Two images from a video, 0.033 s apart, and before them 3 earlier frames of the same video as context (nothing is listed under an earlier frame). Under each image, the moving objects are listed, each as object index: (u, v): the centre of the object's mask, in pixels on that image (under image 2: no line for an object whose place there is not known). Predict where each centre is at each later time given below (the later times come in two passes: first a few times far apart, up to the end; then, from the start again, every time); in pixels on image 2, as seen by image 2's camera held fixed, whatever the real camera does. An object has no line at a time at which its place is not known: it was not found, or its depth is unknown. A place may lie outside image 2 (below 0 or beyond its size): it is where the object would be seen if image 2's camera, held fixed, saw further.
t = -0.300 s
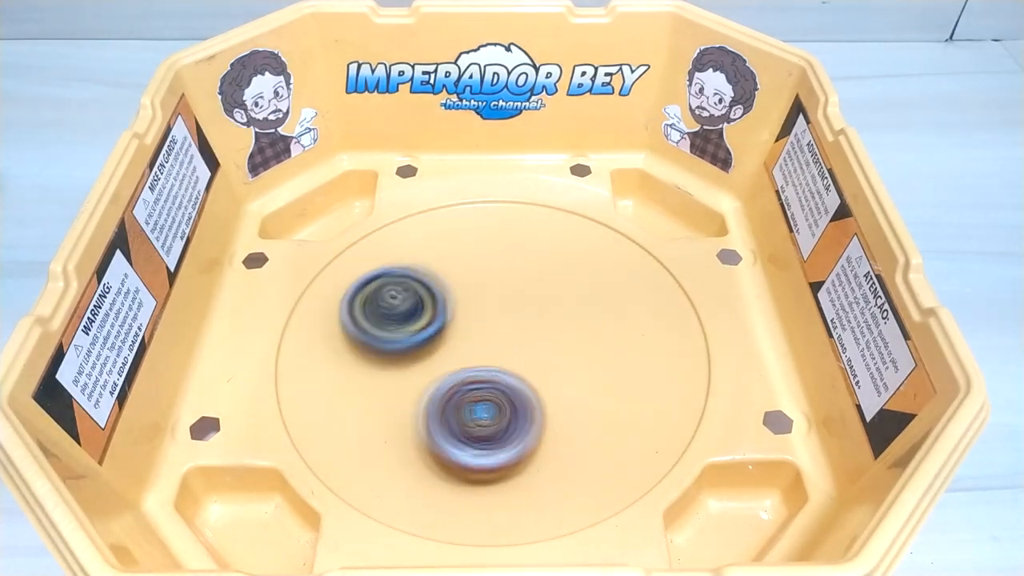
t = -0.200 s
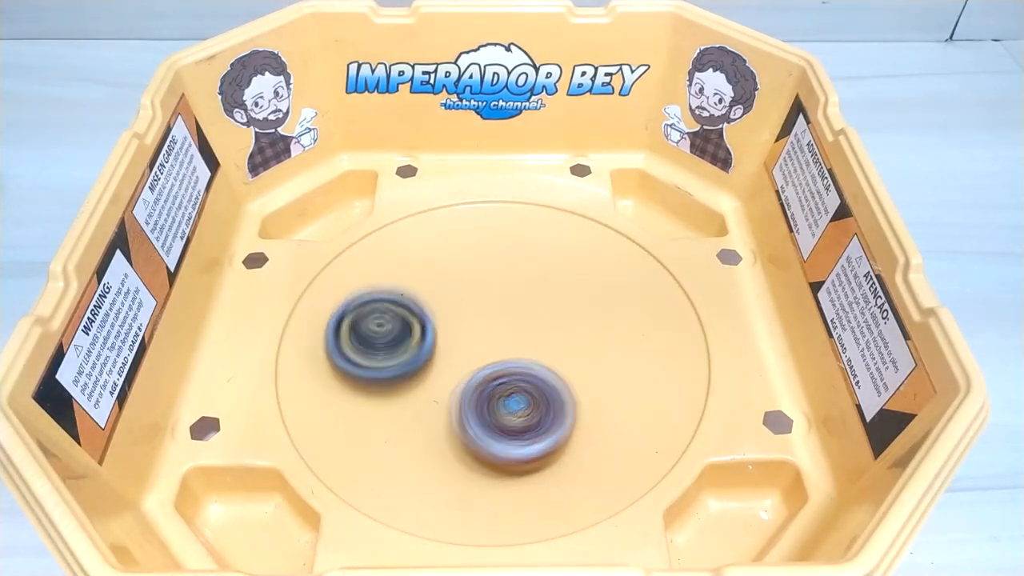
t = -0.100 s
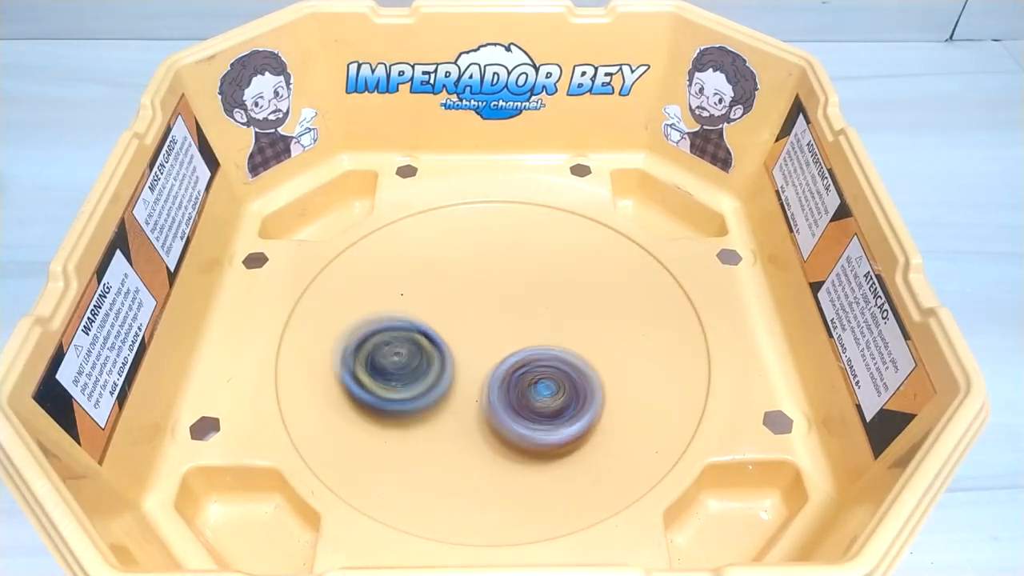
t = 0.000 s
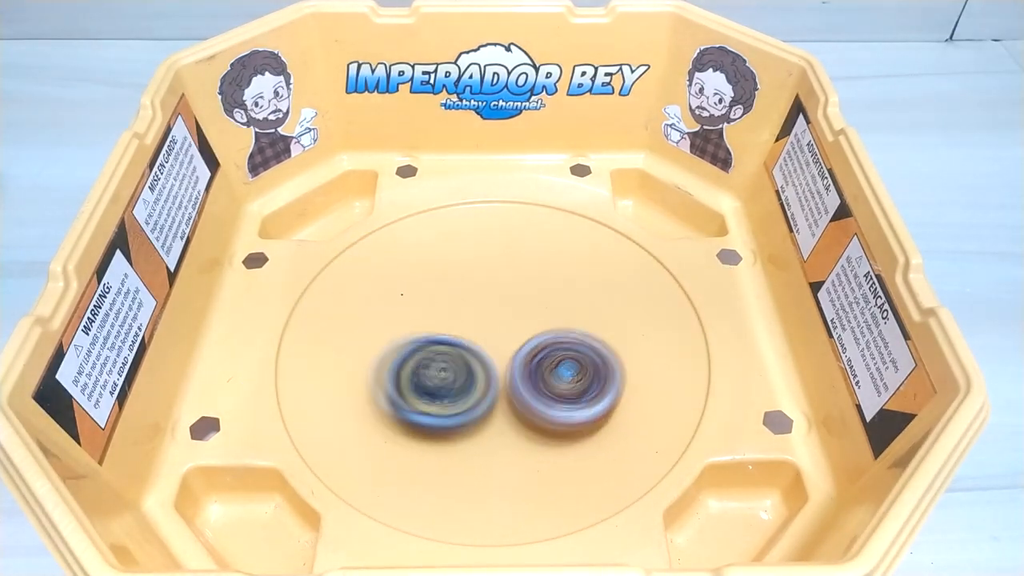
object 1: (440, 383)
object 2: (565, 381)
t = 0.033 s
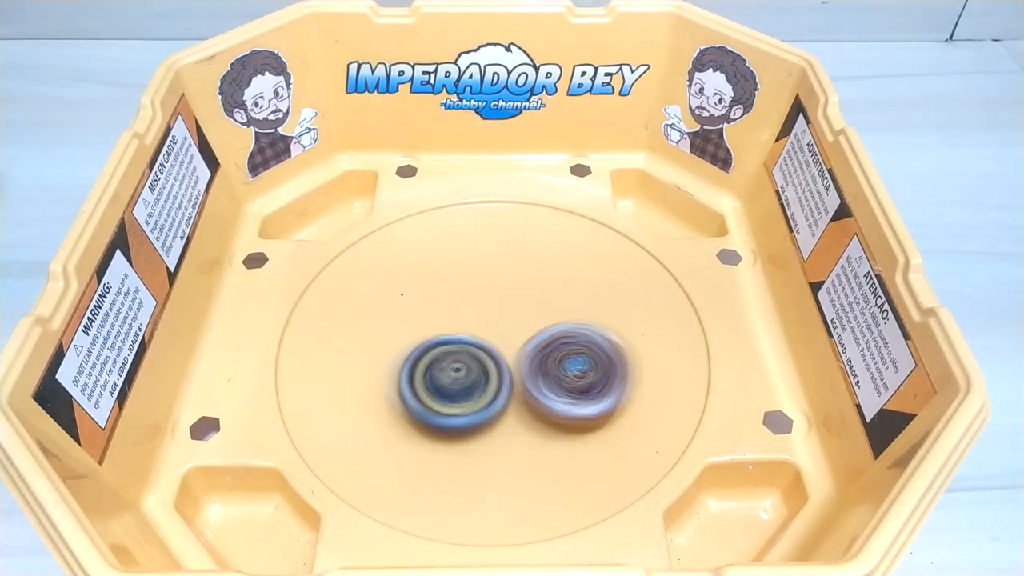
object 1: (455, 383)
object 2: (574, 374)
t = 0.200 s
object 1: (476, 348)
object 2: (656, 320)
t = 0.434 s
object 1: (451, 286)
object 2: (649, 253)
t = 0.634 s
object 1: (423, 324)
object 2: (595, 245)
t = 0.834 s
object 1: (490, 353)
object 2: (532, 255)
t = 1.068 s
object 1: (479, 469)
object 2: (492, 210)
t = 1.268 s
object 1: (592, 460)
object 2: (431, 244)
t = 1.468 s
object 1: (594, 376)
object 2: (387, 313)
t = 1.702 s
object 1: (501, 315)
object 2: (402, 401)
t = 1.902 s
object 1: (398, 306)
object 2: (448, 438)
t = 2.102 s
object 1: (328, 346)
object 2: (486, 443)
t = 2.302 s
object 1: (385, 401)
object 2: (519, 429)
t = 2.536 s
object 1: (446, 343)
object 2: (601, 381)
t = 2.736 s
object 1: (442, 282)
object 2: (615, 331)
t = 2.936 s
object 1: (398, 255)
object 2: (602, 299)
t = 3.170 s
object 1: (430, 311)
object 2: (568, 275)
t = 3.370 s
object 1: (472, 328)
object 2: (573, 263)
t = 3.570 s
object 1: (516, 346)
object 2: (579, 246)
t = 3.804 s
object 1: (571, 340)
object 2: (571, 237)
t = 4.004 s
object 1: (556, 360)
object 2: (534, 211)
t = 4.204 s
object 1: (521, 376)
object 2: (491, 229)
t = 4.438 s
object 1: (495, 401)
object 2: (422, 295)
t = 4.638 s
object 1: (519, 408)
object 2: (363, 353)
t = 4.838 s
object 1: (588, 382)
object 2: (322, 369)
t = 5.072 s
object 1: (557, 320)
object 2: (342, 373)
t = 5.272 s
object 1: (503, 296)
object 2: (406, 371)
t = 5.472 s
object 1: (583, 240)
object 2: (406, 400)
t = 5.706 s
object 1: (562, 239)
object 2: (461, 413)
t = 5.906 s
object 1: (546, 260)
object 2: (512, 411)
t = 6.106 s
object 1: (531, 313)
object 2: (542, 407)
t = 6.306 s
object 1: (520, 329)
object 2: (546, 422)
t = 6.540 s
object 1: (490, 305)
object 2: (512, 429)
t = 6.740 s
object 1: (453, 292)
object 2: (493, 395)
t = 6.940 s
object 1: (417, 293)
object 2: (519, 368)
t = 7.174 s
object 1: (403, 305)
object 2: (529, 359)
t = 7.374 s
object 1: (432, 327)
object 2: (537, 361)
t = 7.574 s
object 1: (426, 317)
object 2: (520, 360)
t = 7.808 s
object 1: (425, 309)
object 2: (502, 364)
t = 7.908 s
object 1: (431, 305)
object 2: (496, 371)
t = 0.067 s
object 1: (453, 379)
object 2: (592, 369)
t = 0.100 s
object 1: (452, 371)
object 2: (619, 362)
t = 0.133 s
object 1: (459, 363)
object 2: (637, 347)
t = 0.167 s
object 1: (465, 357)
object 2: (646, 335)
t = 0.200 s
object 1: (476, 348)
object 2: (656, 320)
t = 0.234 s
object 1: (483, 336)
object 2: (662, 306)
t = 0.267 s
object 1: (484, 328)
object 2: (666, 294)
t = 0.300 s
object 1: (483, 317)
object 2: (667, 282)
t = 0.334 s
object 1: (479, 306)
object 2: (665, 273)
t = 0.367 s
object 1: (474, 298)
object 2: (662, 266)
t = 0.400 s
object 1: (464, 291)
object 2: (656, 258)
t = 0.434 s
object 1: (451, 286)
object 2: (649, 253)
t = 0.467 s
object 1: (443, 286)
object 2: (643, 250)
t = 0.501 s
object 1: (431, 288)
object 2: (633, 247)
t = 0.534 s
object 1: (422, 295)
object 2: (624, 245)
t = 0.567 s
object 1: (419, 302)
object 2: (617, 244)
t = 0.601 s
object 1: (418, 313)
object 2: (606, 244)
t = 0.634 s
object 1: (423, 324)
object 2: (595, 245)
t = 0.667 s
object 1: (428, 329)
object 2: (588, 248)
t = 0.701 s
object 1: (441, 337)
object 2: (576, 247)
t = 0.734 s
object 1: (458, 343)
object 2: (564, 249)
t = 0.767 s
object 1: (469, 345)
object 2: (556, 252)
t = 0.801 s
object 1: (486, 343)
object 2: (541, 256)
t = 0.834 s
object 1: (490, 353)
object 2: (532, 255)
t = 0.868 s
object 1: (480, 373)
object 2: (537, 237)
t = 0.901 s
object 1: (466, 401)
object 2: (537, 221)
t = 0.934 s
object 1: (458, 423)
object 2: (533, 210)
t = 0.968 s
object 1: (455, 436)
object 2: (525, 208)
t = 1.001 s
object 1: (459, 452)
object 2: (512, 208)
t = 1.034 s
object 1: (469, 463)
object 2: (500, 209)
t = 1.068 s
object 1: (479, 469)
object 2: (492, 210)
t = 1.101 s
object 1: (499, 478)
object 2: (481, 213)
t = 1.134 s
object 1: (518, 483)
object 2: (470, 218)
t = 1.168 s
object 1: (541, 483)
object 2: (459, 223)
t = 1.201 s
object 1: (557, 480)
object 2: (450, 229)
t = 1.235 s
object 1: (576, 471)
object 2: (441, 236)
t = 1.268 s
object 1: (592, 460)
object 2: (431, 244)
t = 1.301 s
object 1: (601, 449)
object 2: (423, 252)
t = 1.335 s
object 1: (608, 432)
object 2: (414, 262)
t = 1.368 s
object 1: (610, 417)
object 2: (405, 274)
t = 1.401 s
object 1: (607, 406)
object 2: (399, 285)
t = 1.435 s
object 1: (602, 390)
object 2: (392, 299)
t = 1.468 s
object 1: (594, 376)
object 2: (387, 313)
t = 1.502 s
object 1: (587, 365)
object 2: (385, 325)
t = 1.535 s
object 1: (570, 351)
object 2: (384, 340)
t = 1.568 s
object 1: (556, 342)
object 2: (385, 355)
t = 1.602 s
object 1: (546, 334)
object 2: (387, 365)
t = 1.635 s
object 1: (526, 326)
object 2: (390, 381)
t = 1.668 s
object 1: (511, 320)
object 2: (396, 395)
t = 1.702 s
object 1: (501, 315)
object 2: (402, 401)
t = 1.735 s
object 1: (479, 311)
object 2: (410, 410)
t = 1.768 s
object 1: (462, 309)
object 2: (420, 423)
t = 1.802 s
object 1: (446, 306)
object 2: (426, 424)
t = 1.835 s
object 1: (429, 306)
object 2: (435, 432)
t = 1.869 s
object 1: (413, 306)
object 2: (442, 436)
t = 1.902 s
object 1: (398, 306)
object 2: (448, 438)
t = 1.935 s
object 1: (382, 310)
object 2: (455, 441)
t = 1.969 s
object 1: (367, 315)
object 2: (461, 443)
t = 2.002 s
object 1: (354, 319)
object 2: (467, 444)
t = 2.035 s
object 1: (343, 326)
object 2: (474, 444)
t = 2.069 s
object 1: (334, 337)
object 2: (481, 444)
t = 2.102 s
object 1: (328, 346)
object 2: (486, 443)
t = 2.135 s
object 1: (327, 358)
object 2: (492, 442)
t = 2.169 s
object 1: (330, 371)
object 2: (498, 440)
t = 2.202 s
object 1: (337, 380)
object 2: (504, 438)
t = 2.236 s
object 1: (353, 391)
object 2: (509, 435)
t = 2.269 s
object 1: (369, 398)
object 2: (515, 432)
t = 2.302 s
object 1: (385, 401)
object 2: (519, 429)
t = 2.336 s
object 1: (407, 402)
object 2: (525, 424)
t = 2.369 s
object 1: (413, 395)
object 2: (545, 419)
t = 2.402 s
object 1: (418, 387)
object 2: (558, 417)
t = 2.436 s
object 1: (427, 376)
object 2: (574, 409)
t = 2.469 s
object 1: (436, 364)
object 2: (586, 399)
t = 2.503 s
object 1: (441, 356)
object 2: (593, 391)
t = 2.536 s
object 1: (446, 343)
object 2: (601, 381)
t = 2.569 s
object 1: (449, 332)
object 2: (607, 369)
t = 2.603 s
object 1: (450, 323)
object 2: (609, 364)
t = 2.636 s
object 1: (450, 311)
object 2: (612, 355)
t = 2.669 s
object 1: (448, 300)
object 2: (614, 347)
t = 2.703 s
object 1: (446, 292)
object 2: (615, 340)
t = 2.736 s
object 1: (442, 282)
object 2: (615, 331)
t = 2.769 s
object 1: (436, 273)
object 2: (614, 325)
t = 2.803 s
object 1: (431, 267)
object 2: (613, 319)
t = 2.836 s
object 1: (424, 260)
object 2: (611, 313)
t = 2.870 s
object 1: (415, 255)
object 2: (608, 308)
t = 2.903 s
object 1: (407, 254)
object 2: (605, 304)
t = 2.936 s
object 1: (398, 255)
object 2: (602, 299)
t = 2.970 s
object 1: (391, 260)
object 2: (598, 294)
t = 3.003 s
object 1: (388, 266)
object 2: (593, 291)
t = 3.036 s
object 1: (389, 276)
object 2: (589, 287)
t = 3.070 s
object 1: (395, 287)
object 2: (584, 286)
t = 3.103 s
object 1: (403, 295)
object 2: (579, 281)
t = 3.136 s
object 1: (416, 304)
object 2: (573, 278)
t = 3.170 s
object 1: (430, 311)
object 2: (568, 275)
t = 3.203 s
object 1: (444, 315)
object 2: (562, 273)
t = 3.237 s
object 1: (459, 318)
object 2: (554, 270)
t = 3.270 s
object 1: (462, 321)
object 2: (563, 267)
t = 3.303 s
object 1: (462, 323)
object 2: (572, 264)
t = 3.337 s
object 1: (464, 326)
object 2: (575, 263)
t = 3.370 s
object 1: (472, 328)
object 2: (573, 263)
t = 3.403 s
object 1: (482, 329)
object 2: (571, 261)
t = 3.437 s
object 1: (496, 328)
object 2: (569, 262)
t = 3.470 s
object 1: (500, 332)
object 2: (574, 255)
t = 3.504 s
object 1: (501, 337)
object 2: (579, 250)
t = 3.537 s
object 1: (507, 342)
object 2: (580, 248)
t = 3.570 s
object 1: (516, 346)
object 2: (579, 246)
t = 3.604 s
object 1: (526, 348)
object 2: (579, 245)
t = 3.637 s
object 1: (537, 349)
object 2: (578, 244)
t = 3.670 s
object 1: (548, 348)
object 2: (576, 246)
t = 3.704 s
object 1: (556, 345)
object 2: (575, 245)
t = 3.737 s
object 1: (565, 340)
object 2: (572, 246)
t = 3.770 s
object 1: (571, 334)
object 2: (569, 247)
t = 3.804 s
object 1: (571, 340)
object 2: (571, 237)
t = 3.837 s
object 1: (568, 348)
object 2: (567, 221)
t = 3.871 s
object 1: (565, 352)
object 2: (559, 214)
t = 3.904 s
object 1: (563, 355)
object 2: (552, 211)
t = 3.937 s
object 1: (562, 357)
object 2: (546, 210)
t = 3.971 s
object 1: (559, 358)
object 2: (540, 210)
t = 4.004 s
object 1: (556, 360)
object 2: (534, 211)
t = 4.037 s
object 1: (552, 361)
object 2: (529, 212)
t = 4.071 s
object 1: (546, 364)
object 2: (523, 213)
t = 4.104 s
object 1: (540, 366)
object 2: (516, 216)
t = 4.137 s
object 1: (534, 369)
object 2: (510, 218)
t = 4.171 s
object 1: (527, 373)
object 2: (501, 223)
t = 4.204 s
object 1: (521, 376)
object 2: (491, 229)
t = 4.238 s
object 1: (516, 379)
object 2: (482, 236)
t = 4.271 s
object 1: (510, 384)
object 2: (471, 244)
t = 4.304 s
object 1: (506, 388)
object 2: (460, 253)
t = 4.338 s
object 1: (502, 391)
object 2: (450, 263)
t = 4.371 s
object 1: (499, 396)
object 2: (441, 273)
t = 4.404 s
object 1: (497, 399)
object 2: (431, 284)
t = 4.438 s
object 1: (495, 401)
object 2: (422, 295)
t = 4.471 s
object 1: (494, 402)
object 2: (414, 309)
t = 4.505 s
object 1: (493, 402)
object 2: (406, 323)
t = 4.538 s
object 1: (492, 401)
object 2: (400, 332)
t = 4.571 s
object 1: (492, 399)
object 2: (394, 348)
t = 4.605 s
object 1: (498, 400)
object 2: (384, 355)
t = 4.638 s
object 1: (519, 408)
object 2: (363, 353)
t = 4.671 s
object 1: (538, 410)
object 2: (351, 358)
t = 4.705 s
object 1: (552, 408)
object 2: (340, 361)
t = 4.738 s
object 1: (564, 404)
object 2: (332, 364)
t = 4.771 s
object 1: (575, 398)
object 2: (327, 363)
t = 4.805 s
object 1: (583, 390)
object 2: (323, 368)
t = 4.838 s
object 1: (588, 382)
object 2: (322, 369)
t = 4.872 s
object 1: (591, 371)
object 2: (322, 366)
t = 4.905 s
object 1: (592, 361)
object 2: (323, 367)
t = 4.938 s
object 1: (589, 352)
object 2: (325, 368)
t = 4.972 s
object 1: (583, 342)
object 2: (327, 369)
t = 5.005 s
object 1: (576, 334)
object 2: (330, 373)
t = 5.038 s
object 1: (568, 327)
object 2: (336, 369)
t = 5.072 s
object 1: (557, 320)
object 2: (342, 373)
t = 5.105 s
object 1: (546, 315)
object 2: (351, 370)
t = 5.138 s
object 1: (535, 311)
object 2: (364, 370)
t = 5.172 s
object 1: (522, 308)
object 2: (380, 367)
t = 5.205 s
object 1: (510, 306)
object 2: (394, 369)
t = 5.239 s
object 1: (497, 304)
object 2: (409, 367)
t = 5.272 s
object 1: (503, 296)
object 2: (406, 371)
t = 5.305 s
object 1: (528, 281)
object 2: (388, 379)
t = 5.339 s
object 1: (550, 266)
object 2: (385, 386)
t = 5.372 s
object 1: (566, 255)
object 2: (389, 392)
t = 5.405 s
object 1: (578, 248)
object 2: (396, 393)
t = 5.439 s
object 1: (582, 243)
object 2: (400, 396)
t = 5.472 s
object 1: (583, 240)
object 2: (406, 400)
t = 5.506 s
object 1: (581, 239)
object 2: (412, 403)
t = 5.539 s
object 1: (579, 238)
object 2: (419, 404)
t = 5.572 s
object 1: (576, 237)
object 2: (427, 407)
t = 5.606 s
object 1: (573, 237)
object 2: (436, 409)
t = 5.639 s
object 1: (569, 238)
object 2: (443, 411)
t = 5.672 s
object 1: (566, 238)
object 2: (453, 412)
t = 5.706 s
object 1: (562, 239)
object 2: (461, 413)
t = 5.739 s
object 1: (558, 240)
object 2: (471, 413)
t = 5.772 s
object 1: (555, 242)
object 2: (480, 413)
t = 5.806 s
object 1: (553, 245)
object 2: (488, 413)
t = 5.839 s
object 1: (551, 248)
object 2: (496, 412)
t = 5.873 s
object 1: (548, 254)
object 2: (505, 411)
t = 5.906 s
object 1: (546, 260)
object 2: (512, 411)
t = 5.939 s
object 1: (543, 268)
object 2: (519, 409)
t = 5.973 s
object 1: (539, 280)
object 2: (526, 407)
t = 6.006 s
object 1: (537, 288)
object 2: (530, 406)
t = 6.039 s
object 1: (534, 299)
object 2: (536, 404)
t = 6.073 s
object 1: (532, 309)
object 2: (540, 403)
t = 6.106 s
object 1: (531, 313)
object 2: (542, 407)
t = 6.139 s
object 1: (531, 314)
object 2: (543, 410)
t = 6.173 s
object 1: (529, 317)
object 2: (547, 409)
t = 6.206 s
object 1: (527, 320)
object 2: (550, 410)
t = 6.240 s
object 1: (525, 323)
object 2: (548, 415)
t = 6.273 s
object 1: (522, 325)
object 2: (545, 420)
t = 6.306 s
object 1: (520, 329)
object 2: (546, 422)
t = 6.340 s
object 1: (519, 331)
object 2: (546, 424)
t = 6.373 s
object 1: (516, 334)
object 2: (542, 426)
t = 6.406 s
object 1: (512, 328)
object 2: (538, 430)
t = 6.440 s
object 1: (507, 321)
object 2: (532, 432)
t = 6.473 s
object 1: (502, 314)
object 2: (524, 432)
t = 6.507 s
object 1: (496, 308)
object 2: (519, 431)
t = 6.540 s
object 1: (490, 305)
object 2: (512, 429)
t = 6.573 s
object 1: (484, 301)
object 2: (504, 423)
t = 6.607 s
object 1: (478, 298)
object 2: (497, 417)
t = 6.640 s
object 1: (472, 295)
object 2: (494, 413)
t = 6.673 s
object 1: (465, 293)
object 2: (494, 408)
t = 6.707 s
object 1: (458, 293)
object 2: (493, 402)
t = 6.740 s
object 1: (453, 292)
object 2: (493, 395)
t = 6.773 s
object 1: (446, 294)
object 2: (494, 388)
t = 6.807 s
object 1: (439, 295)
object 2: (497, 379)
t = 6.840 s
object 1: (435, 297)
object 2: (497, 374)
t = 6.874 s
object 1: (430, 299)
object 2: (502, 367)
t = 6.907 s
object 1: (423, 296)
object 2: (513, 367)
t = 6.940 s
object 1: (417, 293)
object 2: (519, 368)
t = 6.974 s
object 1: (411, 293)
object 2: (522, 365)
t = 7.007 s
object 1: (407, 294)
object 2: (524, 364)
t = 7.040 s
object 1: (404, 294)
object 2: (526, 363)
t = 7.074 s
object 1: (402, 296)
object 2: (526, 364)
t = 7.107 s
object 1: (401, 299)
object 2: (526, 363)
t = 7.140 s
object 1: (402, 302)
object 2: (527, 362)
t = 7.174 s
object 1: (403, 305)
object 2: (529, 359)
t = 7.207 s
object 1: (406, 310)
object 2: (532, 358)
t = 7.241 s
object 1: (411, 314)
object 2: (533, 358)
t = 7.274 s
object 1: (418, 320)
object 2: (535, 358)
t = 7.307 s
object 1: (426, 325)
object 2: (535, 358)
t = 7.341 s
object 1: (433, 328)
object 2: (537, 356)
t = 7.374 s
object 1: (432, 327)
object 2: (537, 361)
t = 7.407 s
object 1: (427, 321)
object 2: (538, 363)
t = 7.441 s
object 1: (425, 319)
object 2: (535, 364)
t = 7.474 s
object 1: (425, 319)
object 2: (529, 365)
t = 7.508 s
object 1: (426, 319)
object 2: (523, 364)
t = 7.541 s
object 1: (426, 318)
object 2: (519, 362)
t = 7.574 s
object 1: (426, 317)
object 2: (520, 360)
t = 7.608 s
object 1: (423, 314)
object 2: (520, 359)
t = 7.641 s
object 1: (421, 313)
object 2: (517, 359)
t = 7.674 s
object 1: (420, 311)
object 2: (515, 359)
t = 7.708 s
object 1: (419, 309)
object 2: (510, 361)
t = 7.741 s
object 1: (419, 308)
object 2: (508, 362)
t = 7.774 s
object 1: (422, 309)
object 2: (506, 362)
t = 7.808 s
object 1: (425, 309)
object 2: (502, 364)
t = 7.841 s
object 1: (427, 309)
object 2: (498, 367)
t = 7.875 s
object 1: (430, 308)
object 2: (497, 370)
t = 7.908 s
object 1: (431, 305)
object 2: (496, 371)
